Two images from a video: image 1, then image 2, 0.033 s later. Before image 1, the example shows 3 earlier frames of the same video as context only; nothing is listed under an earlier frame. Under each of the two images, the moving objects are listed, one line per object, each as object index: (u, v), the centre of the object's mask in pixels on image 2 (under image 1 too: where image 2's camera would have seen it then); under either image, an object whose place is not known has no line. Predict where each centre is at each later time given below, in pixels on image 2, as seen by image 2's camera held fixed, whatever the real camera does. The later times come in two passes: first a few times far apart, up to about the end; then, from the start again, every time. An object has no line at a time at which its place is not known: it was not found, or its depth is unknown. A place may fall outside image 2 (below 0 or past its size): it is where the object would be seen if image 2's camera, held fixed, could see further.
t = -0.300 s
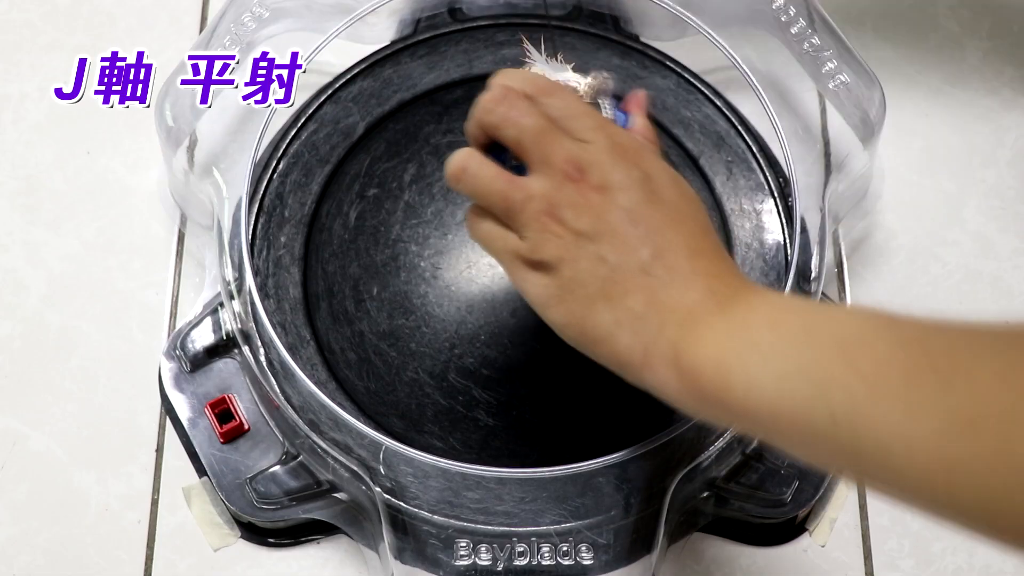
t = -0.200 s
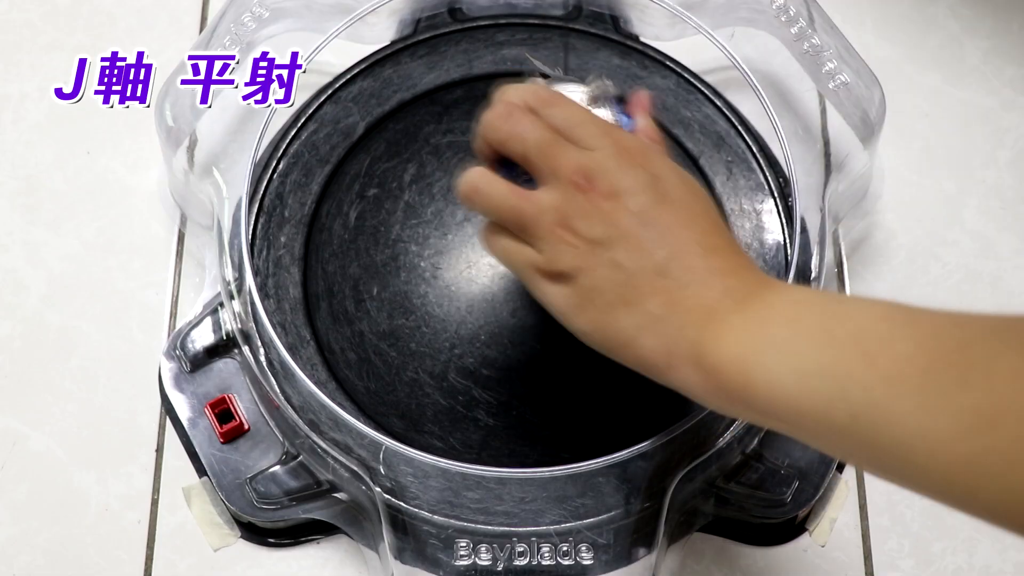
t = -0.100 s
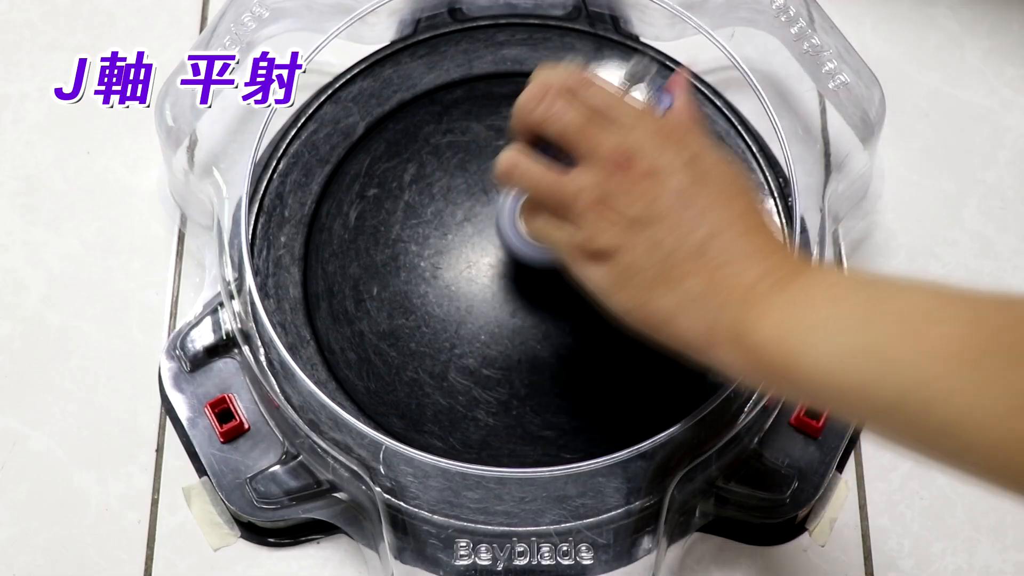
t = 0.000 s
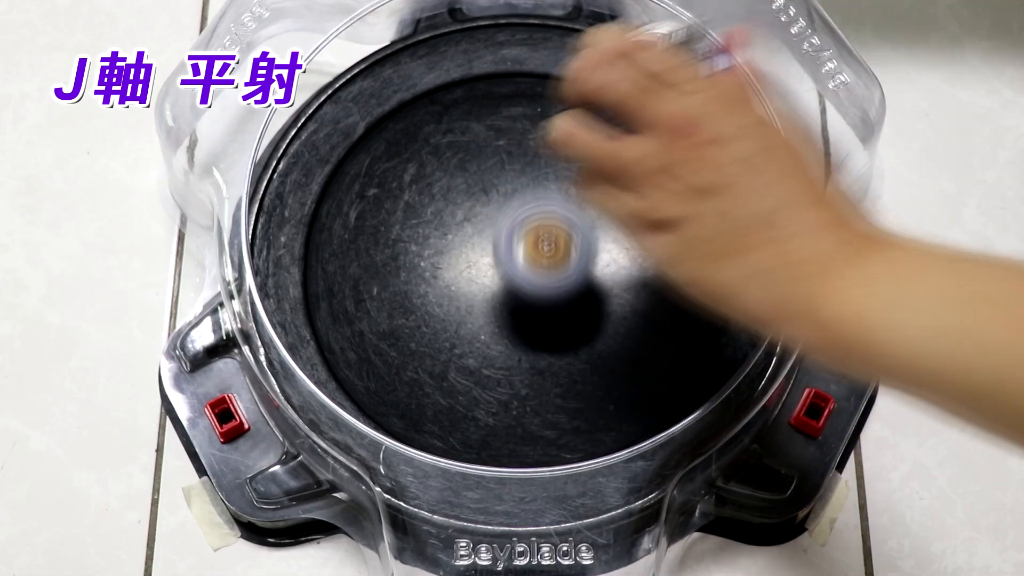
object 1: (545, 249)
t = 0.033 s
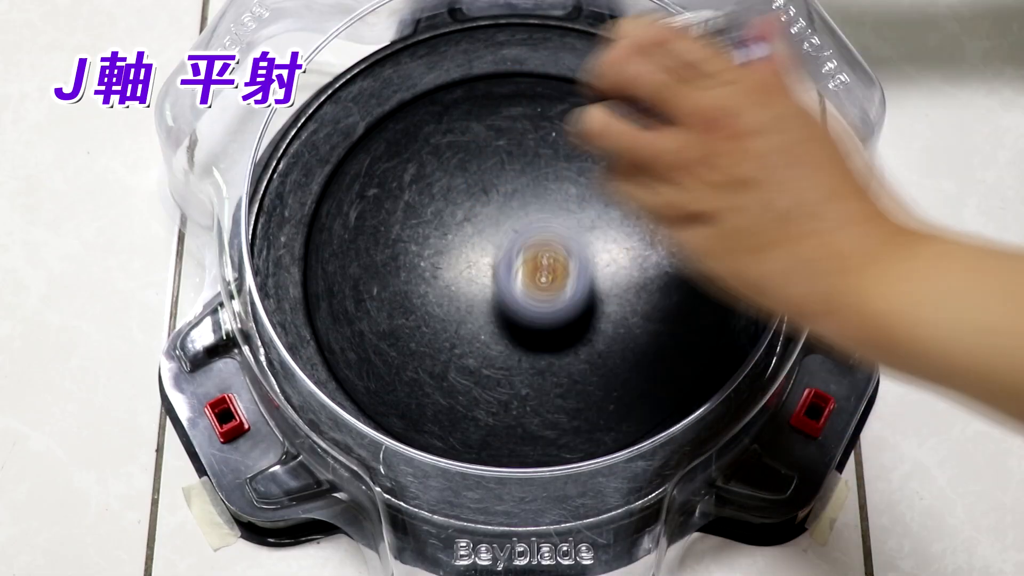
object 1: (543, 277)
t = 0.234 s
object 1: (490, 357)
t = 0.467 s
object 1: (386, 277)
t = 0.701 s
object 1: (505, 114)
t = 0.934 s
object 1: (723, 210)
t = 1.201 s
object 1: (483, 433)
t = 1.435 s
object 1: (320, 189)
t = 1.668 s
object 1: (616, 84)
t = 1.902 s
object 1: (676, 376)
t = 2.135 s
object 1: (374, 385)
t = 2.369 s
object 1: (377, 110)
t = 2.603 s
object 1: (667, 123)
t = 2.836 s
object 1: (663, 396)
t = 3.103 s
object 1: (347, 361)
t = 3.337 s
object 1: (380, 110)
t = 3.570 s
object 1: (646, 105)
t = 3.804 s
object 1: (699, 346)
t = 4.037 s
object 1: (450, 423)
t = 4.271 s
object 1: (312, 234)
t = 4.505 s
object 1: (470, 74)
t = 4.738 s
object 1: (677, 170)
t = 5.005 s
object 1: (613, 405)
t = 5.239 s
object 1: (406, 391)
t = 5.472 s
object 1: (362, 203)
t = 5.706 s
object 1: (582, 116)
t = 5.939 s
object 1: (714, 309)
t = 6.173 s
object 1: (507, 445)
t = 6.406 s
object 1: (333, 269)
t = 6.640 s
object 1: (452, 92)
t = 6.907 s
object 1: (658, 150)
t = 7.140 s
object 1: (656, 360)
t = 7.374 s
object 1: (411, 372)
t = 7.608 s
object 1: (364, 165)
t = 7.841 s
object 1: (565, 84)
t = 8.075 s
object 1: (688, 268)
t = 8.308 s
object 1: (516, 417)
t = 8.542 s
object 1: (337, 300)
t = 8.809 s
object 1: (467, 116)
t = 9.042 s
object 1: (656, 203)
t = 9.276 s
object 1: (611, 393)
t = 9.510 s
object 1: (402, 362)
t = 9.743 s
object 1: (413, 190)
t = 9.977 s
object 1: (591, 154)
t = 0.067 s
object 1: (539, 292)
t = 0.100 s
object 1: (535, 304)
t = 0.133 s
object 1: (528, 324)
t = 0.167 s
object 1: (518, 339)
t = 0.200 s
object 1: (506, 347)
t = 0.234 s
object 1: (490, 357)
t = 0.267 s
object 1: (472, 361)
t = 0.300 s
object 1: (456, 360)
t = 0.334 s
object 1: (440, 354)
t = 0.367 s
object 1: (423, 342)
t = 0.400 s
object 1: (408, 327)
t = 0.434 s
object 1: (395, 305)
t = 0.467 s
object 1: (386, 277)
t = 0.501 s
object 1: (386, 254)
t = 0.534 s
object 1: (392, 221)
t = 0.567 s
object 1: (404, 190)
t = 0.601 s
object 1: (424, 165)
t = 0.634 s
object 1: (447, 142)
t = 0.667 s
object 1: (478, 124)
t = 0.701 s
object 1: (505, 114)
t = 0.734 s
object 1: (543, 107)
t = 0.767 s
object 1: (582, 107)
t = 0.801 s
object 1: (617, 113)
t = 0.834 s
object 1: (651, 125)
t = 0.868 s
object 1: (684, 149)
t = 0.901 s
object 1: (712, 176)
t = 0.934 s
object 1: (723, 210)
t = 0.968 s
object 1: (723, 258)
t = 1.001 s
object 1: (720, 300)
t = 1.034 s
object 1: (703, 342)
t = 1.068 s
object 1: (674, 386)
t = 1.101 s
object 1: (636, 416)
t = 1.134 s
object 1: (590, 438)
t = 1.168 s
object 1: (533, 449)
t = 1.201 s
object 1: (483, 433)
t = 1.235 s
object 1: (438, 421)
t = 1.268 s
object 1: (388, 394)
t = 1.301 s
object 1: (359, 370)
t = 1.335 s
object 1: (325, 324)
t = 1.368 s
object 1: (310, 277)
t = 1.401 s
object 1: (310, 238)
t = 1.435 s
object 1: (320, 189)
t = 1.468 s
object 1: (344, 144)
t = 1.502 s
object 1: (376, 112)
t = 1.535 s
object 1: (415, 86)
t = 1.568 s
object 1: (463, 68)
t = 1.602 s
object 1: (514, 60)
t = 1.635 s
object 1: (563, 65)
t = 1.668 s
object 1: (616, 84)
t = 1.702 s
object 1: (656, 109)
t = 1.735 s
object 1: (691, 146)
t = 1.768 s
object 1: (714, 194)
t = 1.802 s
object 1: (728, 244)
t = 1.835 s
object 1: (723, 291)
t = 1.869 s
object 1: (705, 337)
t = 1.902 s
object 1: (676, 376)
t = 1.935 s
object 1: (641, 407)
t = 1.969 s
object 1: (595, 436)
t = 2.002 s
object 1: (547, 449)
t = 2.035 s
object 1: (502, 437)
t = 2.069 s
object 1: (448, 424)
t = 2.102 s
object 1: (406, 408)
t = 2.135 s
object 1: (374, 385)
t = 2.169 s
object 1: (337, 345)
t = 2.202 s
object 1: (320, 314)
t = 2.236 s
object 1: (306, 268)
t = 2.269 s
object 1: (308, 223)
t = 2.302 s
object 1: (322, 185)
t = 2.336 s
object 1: (342, 147)
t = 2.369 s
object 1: (377, 110)
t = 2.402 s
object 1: (415, 87)
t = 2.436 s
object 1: (453, 71)
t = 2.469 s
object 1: (503, 63)
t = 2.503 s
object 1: (546, 65)
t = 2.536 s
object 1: (589, 74)
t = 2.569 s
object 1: (632, 95)
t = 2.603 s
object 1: (667, 123)
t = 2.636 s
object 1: (697, 156)
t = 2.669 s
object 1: (715, 198)
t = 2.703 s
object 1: (726, 244)
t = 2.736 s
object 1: (726, 280)
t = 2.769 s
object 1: (713, 325)
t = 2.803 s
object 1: (691, 361)
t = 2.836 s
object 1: (663, 396)
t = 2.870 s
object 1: (628, 422)
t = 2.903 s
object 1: (585, 441)
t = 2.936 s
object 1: (542, 452)
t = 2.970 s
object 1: (491, 452)
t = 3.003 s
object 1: (452, 429)
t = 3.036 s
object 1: (413, 414)
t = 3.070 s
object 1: (377, 387)
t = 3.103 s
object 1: (347, 361)
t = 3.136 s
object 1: (324, 327)
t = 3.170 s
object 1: (309, 286)
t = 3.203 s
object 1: (308, 252)
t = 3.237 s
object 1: (313, 209)
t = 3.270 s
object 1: (329, 168)
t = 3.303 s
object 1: (353, 139)
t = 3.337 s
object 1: (380, 110)
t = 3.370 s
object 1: (419, 87)
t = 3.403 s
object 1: (454, 72)
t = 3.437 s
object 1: (495, 66)
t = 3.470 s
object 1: (536, 66)
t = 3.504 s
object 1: (574, 72)
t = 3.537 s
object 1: (608, 83)
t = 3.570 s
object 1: (646, 105)
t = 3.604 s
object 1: (674, 133)
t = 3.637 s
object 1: (700, 163)
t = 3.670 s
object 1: (715, 196)
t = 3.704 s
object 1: (726, 239)
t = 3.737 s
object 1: (729, 276)
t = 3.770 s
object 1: (717, 312)
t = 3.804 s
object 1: (699, 346)
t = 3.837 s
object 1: (672, 376)
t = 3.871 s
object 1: (641, 406)
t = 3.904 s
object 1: (604, 426)
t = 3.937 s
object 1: (567, 438)
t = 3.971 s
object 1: (523, 443)
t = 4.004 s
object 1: (485, 432)
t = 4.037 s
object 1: (450, 423)
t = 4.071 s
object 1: (413, 409)
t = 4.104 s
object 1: (382, 391)
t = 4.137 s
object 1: (354, 368)
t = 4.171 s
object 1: (331, 336)
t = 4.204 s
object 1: (319, 307)
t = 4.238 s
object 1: (311, 272)
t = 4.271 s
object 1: (312, 234)
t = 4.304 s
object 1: (319, 206)
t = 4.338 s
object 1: (331, 172)
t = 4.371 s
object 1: (351, 140)
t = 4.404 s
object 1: (377, 116)
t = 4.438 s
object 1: (401, 98)
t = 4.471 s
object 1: (436, 81)
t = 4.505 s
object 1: (470, 74)
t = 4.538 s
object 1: (503, 71)
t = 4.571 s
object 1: (540, 74)
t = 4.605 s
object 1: (578, 85)
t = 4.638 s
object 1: (602, 96)
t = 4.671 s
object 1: (633, 119)
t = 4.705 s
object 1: (659, 145)
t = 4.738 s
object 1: (677, 170)
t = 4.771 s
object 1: (691, 205)
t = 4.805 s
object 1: (700, 242)
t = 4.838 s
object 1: (700, 268)
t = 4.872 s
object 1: (696, 306)
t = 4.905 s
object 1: (682, 341)
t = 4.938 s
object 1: (664, 366)
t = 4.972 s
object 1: (638, 388)
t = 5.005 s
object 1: (613, 405)
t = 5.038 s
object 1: (582, 418)
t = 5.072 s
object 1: (547, 425)
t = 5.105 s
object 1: (516, 426)
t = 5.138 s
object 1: (487, 425)
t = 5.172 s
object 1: (453, 416)
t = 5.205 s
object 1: (428, 405)
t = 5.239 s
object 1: (406, 391)
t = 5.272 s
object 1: (382, 372)
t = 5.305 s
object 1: (367, 351)
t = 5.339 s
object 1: (356, 327)
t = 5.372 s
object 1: (346, 294)
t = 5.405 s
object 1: (344, 265)
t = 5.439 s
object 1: (350, 237)
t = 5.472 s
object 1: (362, 203)
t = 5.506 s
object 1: (384, 171)
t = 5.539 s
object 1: (402, 153)
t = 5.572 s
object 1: (434, 129)
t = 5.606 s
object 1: (470, 115)
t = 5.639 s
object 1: (500, 109)
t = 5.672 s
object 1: (541, 108)
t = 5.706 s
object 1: (582, 116)
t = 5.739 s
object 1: (609, 125)
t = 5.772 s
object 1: (644, 146)
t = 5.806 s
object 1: (672, 173)
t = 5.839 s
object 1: (692, 200)
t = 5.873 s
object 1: (708, 237)
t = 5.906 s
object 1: (714, 278)
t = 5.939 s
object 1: (714, 309)
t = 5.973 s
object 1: (701, 342)
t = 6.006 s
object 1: (680, 380)
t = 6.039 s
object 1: (656, 402)
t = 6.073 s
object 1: (624, 422)
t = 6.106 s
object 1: (583, 437)
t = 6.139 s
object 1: (551, 443)
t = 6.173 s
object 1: (507, 445)
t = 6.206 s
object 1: (464, 432)
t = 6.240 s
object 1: (438, 415)
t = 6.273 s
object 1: (400, 395)
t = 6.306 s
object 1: (371, 369)
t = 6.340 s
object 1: (353, 347)
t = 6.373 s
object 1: (337, 306)
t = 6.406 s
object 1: (333, 269)
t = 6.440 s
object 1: (336, 240)
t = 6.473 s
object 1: (346, 205)
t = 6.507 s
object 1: (362, 172)
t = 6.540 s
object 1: (378, 148)
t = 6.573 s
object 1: (403, 121)
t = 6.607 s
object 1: (428, 104)
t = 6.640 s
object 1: (452, 92)
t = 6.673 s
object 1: (482, 84)
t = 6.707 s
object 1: (510, 82)
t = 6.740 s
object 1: (534, 83)
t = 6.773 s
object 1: (561, 88)
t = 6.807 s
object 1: (587, 97)
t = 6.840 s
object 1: (610, 110)
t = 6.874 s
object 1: (635, 127)
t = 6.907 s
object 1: (658, 150)
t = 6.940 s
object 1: (673, 170)
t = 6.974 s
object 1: (688, 199)
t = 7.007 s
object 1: (699, 234)
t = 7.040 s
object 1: (700, 265)
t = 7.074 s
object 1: (694, 298)
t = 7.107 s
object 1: (676, 336)
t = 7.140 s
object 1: (656, 360)
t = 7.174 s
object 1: (625, 384)
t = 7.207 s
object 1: (588, 401)
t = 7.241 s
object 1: (556, 407)
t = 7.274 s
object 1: (517, 407)
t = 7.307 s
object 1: (476, 403)
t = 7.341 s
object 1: (447, 392)
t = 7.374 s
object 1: (411, 372)
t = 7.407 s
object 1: (382, 345)
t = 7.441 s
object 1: (367, 325)
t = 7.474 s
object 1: (353, 291)
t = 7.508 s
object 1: (345, 256)
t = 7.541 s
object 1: (346, 233)
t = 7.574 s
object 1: (352, 198)
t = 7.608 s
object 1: (364, 165)
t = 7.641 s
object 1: (381, 143)
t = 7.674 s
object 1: (405, 117)
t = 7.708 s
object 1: (435, 97)
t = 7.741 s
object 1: (463, 86)
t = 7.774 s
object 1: (496, 79)
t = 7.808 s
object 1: (532, 79)
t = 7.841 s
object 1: (565, 84)
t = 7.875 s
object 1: (594, 97)
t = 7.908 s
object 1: (626, 119)
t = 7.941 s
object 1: (650, 142)
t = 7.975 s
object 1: (668, 168)
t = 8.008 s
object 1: (682, 203)
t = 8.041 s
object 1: (689, 235)
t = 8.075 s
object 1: (688, 268)
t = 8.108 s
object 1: (682, 305)
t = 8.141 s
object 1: (666, 333)
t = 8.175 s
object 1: (645, 361)
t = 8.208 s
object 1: (615, 385)
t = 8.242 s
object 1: (588, 400)
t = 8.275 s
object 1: (556, 412)
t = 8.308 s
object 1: (516, 417)
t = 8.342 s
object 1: (486, 415)
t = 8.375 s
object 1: (451, 408)
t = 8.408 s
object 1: (414, 392)
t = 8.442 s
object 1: (390, 379)
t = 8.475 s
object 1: (365, 355)
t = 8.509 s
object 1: (346, 326)
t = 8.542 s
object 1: (337, 300)
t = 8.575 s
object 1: (332, 268)
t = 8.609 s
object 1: (335, 234)
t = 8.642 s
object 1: (346, 212)
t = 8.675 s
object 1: (361, 182)
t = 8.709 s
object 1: (386, 155)
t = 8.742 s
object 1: (407, 139)
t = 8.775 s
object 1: (436, 125)
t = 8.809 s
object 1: (467, 116)
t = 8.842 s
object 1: (497, 113)
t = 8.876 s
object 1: (527, 116)
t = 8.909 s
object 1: (562, 126)
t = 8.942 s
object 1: (588, 137)
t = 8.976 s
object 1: (613, 153)
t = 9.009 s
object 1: (637, 176)
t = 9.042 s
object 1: (656, 203)
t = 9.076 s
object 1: (668, 227)
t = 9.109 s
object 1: (677, 262)
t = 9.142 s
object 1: (677, 296)
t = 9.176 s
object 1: (670, 318)
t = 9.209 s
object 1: (652, 351)
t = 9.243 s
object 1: (634, 374)
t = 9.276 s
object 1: (611, 393)
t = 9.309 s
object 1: (579, 408)
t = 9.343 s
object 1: (546, 416)
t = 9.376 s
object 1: (518, 417)
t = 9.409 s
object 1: (481, 412)
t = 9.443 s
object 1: (453, 403)
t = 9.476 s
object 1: (427, 386)
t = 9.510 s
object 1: (402, 362)
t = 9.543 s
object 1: (386, 339)
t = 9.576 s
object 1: (376, 315)
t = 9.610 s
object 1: (371, 286)
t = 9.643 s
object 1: (374, 261)
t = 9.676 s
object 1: (381, 237)
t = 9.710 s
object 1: (396, 211)
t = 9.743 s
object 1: (413, 190)
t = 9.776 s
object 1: (433, 174)
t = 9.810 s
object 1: (458, 157)
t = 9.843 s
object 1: (483, 147)
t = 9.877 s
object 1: (510, 143)
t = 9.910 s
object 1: (538, 141)
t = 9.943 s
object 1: (566, 146)
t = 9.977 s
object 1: (591, 154)
